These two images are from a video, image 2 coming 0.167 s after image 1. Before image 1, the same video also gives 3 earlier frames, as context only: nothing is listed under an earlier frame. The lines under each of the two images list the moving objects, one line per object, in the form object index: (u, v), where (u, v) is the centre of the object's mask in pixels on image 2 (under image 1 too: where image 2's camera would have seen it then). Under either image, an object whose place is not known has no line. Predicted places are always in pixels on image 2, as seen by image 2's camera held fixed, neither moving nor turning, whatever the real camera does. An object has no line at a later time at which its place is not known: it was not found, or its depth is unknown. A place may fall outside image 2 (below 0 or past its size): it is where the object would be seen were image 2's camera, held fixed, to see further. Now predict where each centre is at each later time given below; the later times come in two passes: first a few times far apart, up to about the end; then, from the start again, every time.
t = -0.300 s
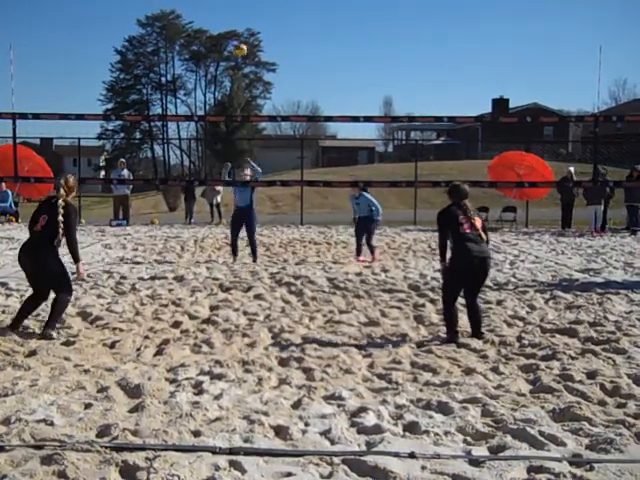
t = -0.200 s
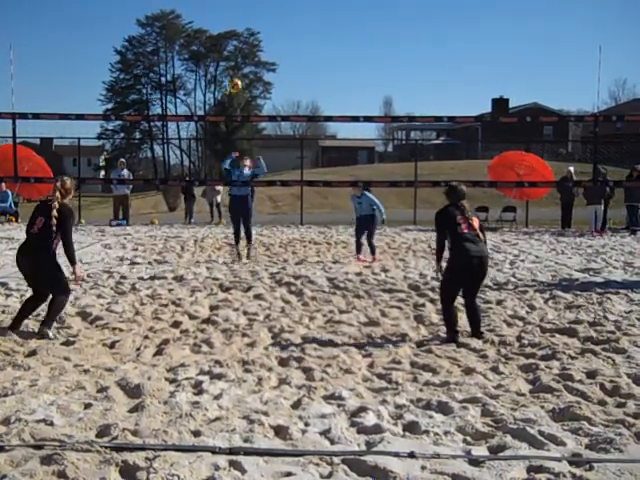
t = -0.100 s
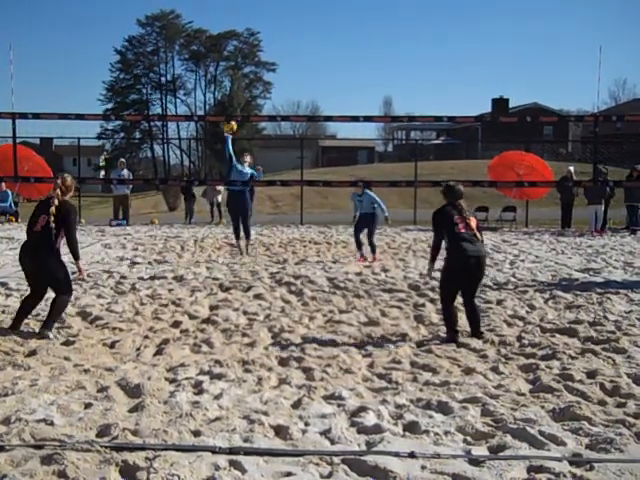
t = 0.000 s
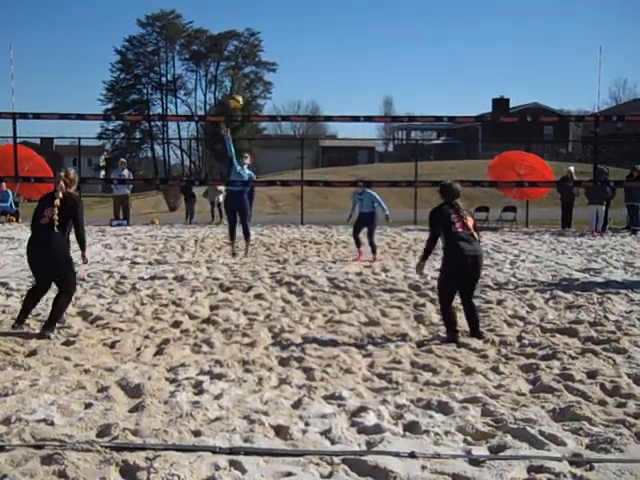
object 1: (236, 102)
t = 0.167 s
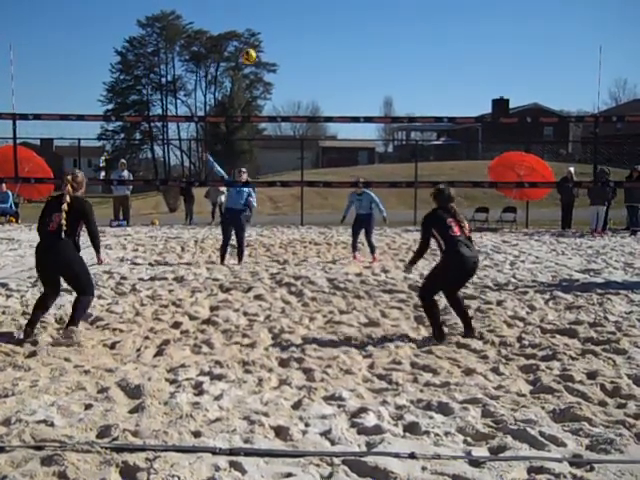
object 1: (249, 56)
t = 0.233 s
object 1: (255, 41)
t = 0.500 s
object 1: (284, 19)
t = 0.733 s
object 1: (322, 69)
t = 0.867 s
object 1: (351, 144)
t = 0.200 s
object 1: (252, 50)
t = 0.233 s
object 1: (255, 41)
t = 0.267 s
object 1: (258, 36)
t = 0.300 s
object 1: (262, 31)
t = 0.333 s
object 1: (264, 26)
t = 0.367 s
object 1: (268, 23)
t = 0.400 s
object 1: (272, 20)
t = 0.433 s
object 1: (276, 18)
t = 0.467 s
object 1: (280, 18)
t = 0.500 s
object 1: (284, 19)
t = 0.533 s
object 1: (288, 21)
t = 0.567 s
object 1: (293, 25)
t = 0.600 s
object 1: (298, 31)
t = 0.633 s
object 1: (303, 37)
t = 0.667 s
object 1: (309, 45)
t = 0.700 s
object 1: (316, 56)
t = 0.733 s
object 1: (322, 69)
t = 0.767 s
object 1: (329, 84)
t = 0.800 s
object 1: (336, 101)
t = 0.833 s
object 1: (344, 121)
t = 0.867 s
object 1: (351, 144)
